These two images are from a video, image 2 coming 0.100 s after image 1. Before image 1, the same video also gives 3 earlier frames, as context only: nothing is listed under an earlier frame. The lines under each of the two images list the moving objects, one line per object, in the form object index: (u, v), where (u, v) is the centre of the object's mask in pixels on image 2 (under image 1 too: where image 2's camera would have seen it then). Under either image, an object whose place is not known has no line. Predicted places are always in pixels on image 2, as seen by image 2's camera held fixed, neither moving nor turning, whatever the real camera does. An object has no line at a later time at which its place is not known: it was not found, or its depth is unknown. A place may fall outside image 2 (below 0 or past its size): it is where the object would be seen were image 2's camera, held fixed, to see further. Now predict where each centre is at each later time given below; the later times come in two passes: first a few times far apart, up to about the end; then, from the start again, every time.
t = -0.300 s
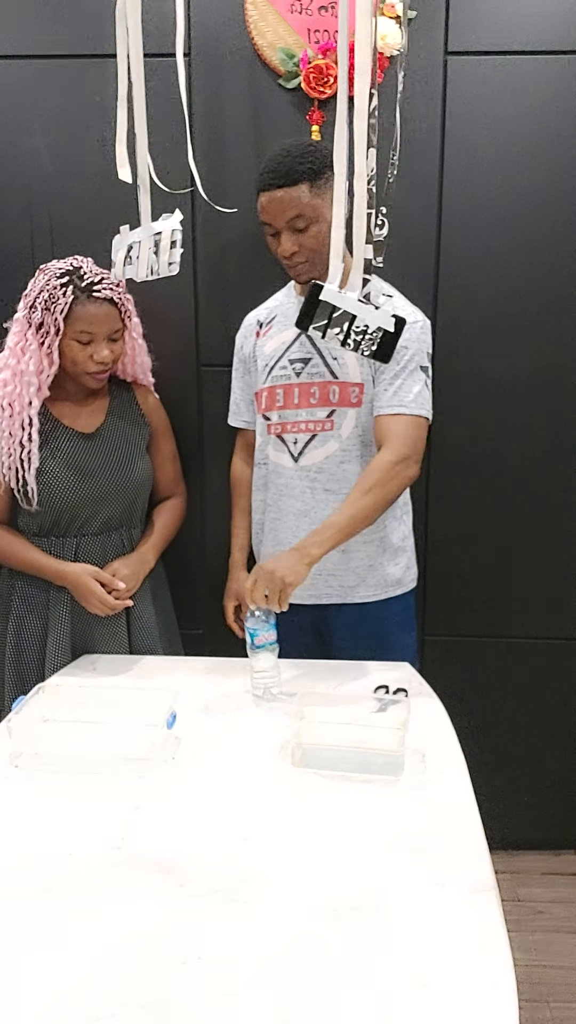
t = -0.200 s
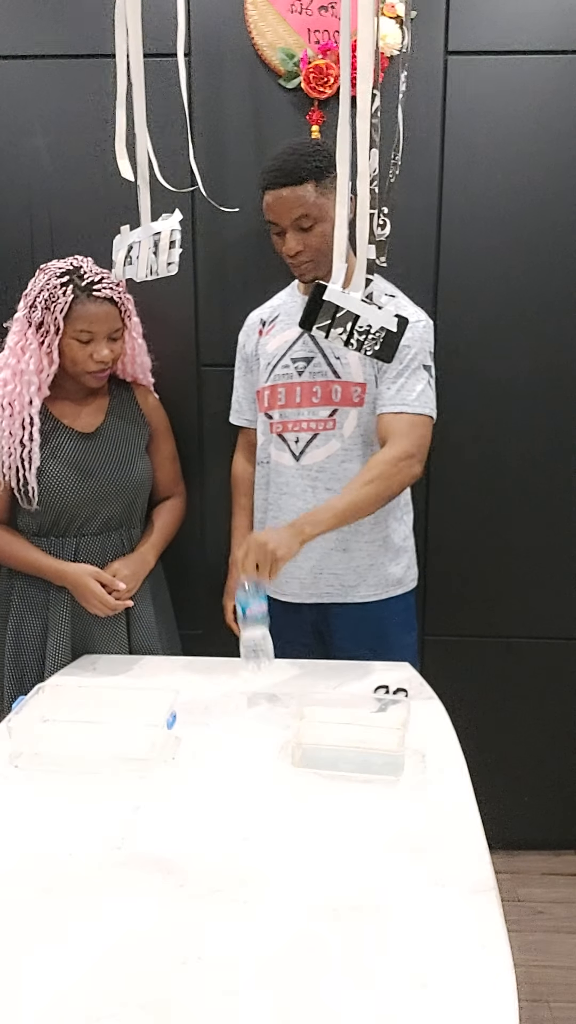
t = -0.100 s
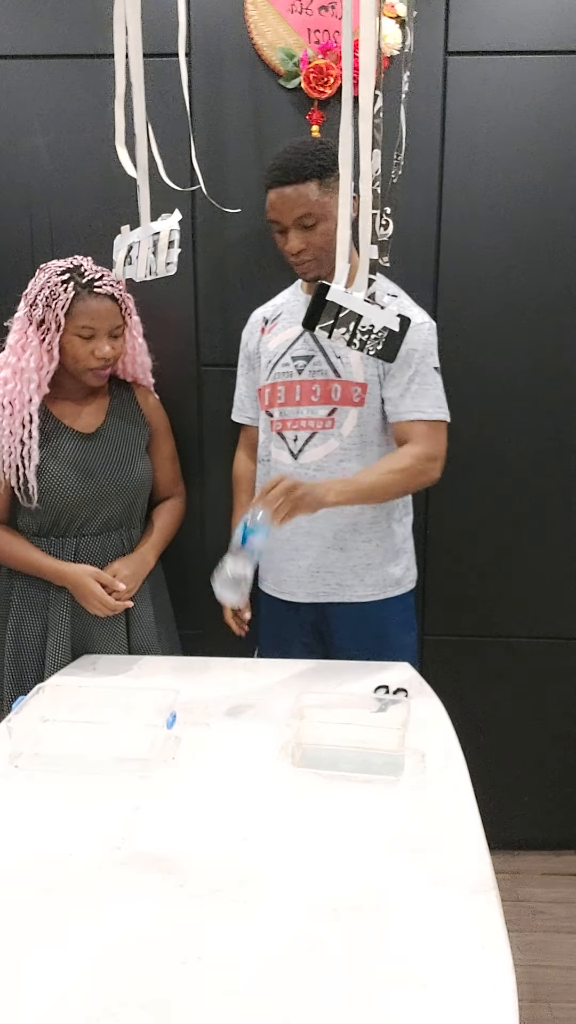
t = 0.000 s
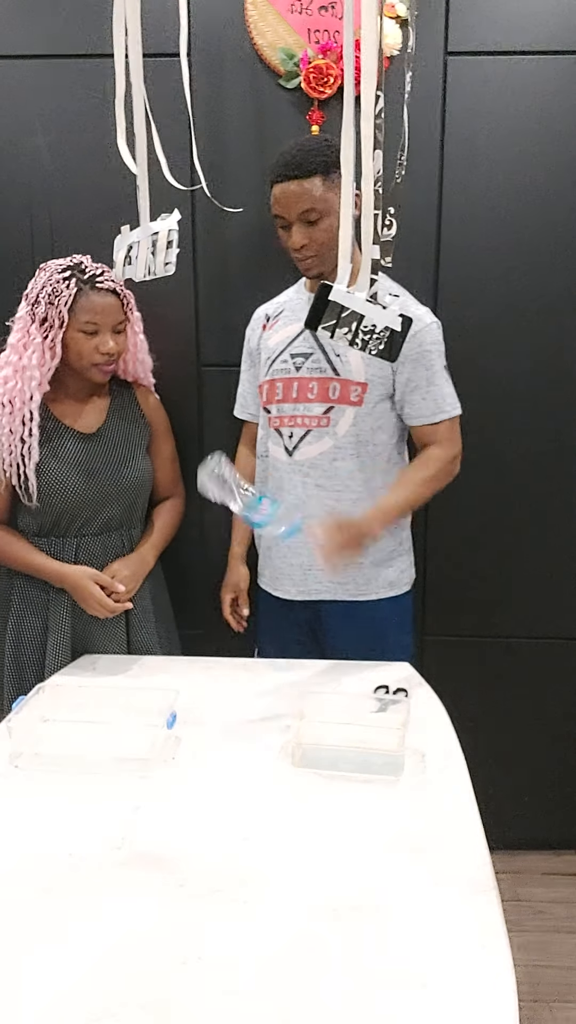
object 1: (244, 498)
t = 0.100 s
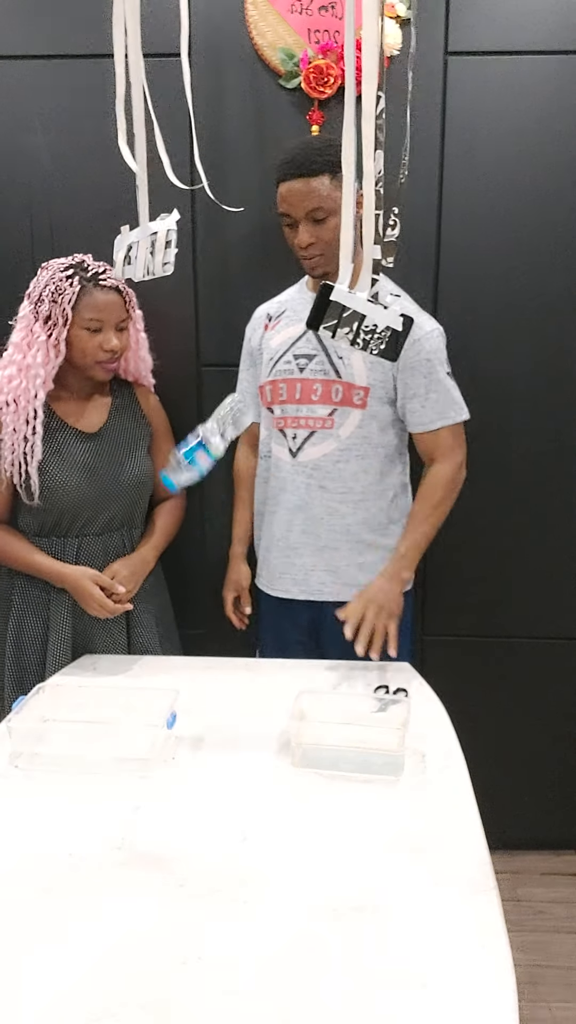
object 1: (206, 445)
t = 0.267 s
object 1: (209, 453)
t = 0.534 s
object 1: (237, 665)
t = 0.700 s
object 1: (278, 692)
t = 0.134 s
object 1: (206, 433)
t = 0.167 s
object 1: (205, 429)
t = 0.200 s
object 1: (206, 431)
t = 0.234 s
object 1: (207, 439)
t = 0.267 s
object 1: (209, 453)
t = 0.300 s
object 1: (209, 473)
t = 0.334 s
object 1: (211, 499)
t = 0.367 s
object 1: (215, 532)
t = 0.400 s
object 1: (217, 570)
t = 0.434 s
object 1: (218, 606)
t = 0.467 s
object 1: (222, 656)
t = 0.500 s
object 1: (228, 664)
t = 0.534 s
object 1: (237, 665)
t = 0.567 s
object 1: (246, 667)
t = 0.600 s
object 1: (254, 668)
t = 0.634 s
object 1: (262, 673)
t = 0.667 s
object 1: (270, 680)
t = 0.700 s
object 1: (278, 692)
